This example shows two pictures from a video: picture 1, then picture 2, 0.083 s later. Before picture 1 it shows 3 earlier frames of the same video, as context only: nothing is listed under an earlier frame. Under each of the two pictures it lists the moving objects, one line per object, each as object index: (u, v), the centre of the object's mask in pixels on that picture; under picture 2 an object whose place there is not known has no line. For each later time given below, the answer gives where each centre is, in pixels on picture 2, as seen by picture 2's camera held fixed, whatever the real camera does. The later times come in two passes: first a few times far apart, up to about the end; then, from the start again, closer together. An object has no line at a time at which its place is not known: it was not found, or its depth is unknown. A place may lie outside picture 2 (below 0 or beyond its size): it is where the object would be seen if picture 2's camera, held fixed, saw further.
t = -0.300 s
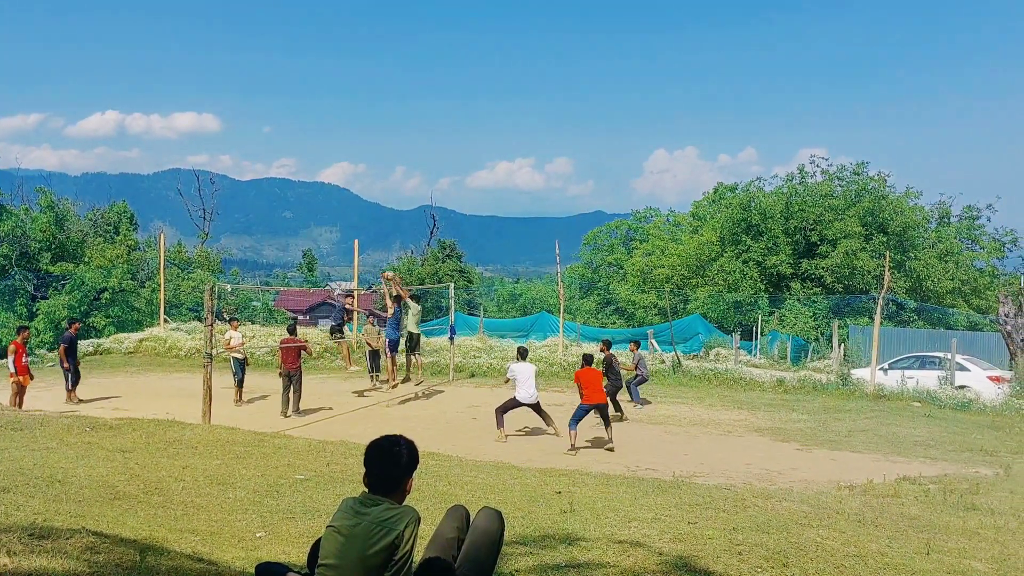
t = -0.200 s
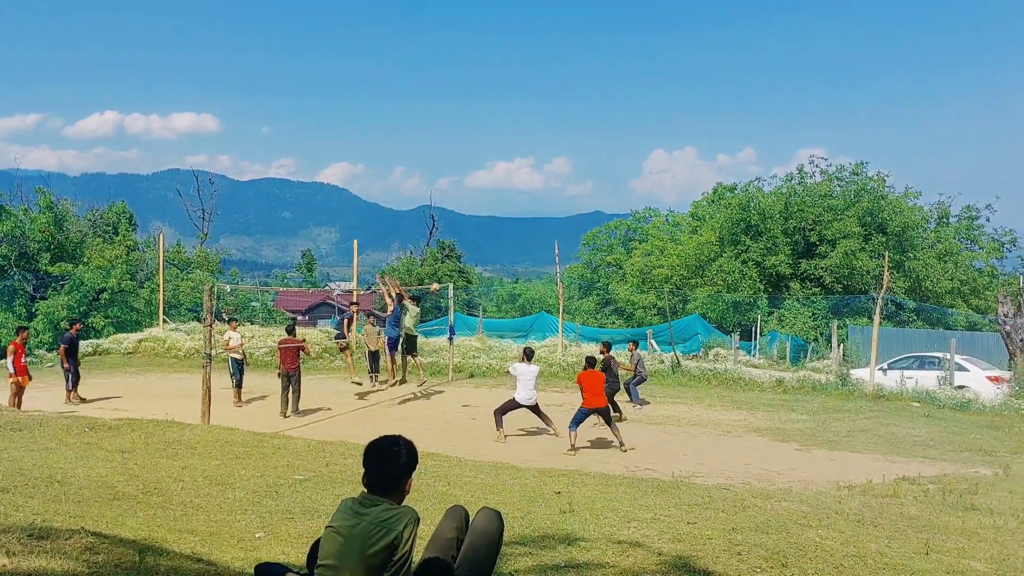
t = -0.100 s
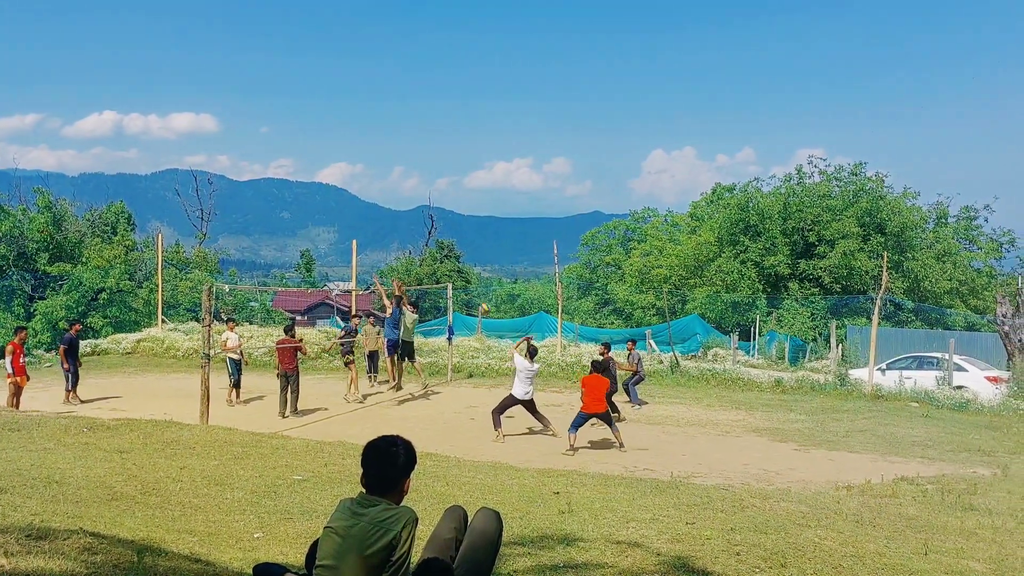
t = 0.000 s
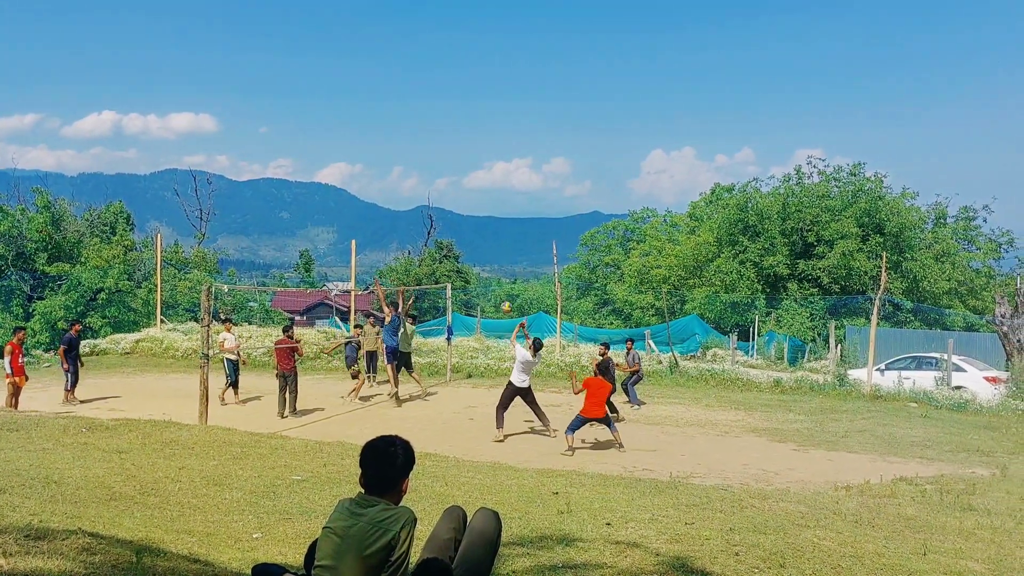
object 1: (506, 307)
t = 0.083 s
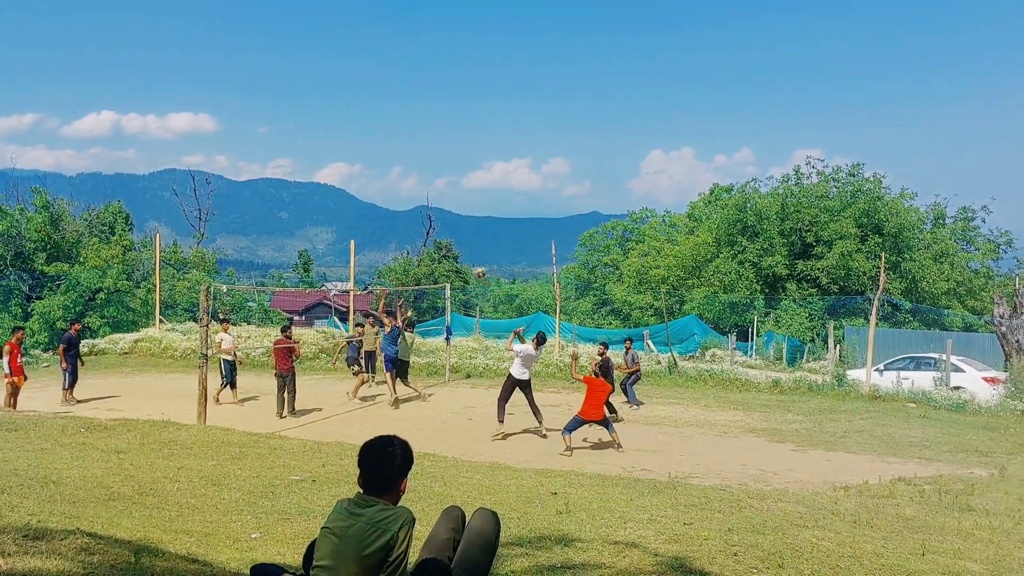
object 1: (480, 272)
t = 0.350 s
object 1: (409, 195)
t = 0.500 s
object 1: (375, 173)
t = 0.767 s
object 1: (321, 162)
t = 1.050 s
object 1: (270, 184)
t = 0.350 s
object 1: (409, 195)
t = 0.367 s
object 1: (405, 192)
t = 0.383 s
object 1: (402, 189)
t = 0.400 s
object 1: (397, 186)
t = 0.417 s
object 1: (393, 183)
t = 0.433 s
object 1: (390, 181)
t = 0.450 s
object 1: (386, 179)
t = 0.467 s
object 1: (382, 177)
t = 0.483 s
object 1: (378, 175)
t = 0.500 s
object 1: (375, 173)
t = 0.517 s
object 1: (371, 171)
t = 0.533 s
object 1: (368, 170)
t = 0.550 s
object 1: (364, 168)
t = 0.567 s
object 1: (360, 167)
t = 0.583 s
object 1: (357, 166)
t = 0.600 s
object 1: (353, 165)
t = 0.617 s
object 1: (350, 164)
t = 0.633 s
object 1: (347, 163)
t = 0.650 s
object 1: (343, 162)
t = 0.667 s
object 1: (340, 162)
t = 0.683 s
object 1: (337, 162)
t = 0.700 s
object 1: (333, 161)
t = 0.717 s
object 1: (330, 161)
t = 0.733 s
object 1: (327, 161)
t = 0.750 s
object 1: (324, 162)
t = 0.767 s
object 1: (321, 162)
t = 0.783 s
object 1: (318, 163)
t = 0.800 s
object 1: (315, 163)
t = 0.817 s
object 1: (311, 164)
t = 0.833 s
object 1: (309, 165)
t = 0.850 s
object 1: (306, 166)
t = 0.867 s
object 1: (303, 167)
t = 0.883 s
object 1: (300, 169)
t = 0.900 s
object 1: (298, 170)
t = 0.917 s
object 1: (295, 171)
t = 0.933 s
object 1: (292, 173)
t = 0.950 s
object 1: (289, 174)
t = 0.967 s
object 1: (286, 175)
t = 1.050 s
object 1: (270, 184)
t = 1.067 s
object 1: (268, 187)
